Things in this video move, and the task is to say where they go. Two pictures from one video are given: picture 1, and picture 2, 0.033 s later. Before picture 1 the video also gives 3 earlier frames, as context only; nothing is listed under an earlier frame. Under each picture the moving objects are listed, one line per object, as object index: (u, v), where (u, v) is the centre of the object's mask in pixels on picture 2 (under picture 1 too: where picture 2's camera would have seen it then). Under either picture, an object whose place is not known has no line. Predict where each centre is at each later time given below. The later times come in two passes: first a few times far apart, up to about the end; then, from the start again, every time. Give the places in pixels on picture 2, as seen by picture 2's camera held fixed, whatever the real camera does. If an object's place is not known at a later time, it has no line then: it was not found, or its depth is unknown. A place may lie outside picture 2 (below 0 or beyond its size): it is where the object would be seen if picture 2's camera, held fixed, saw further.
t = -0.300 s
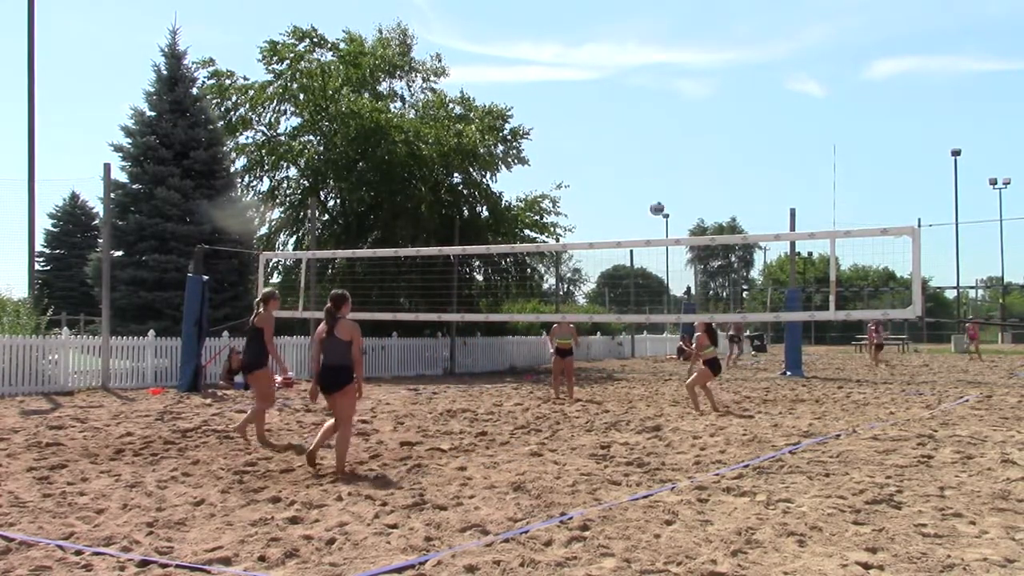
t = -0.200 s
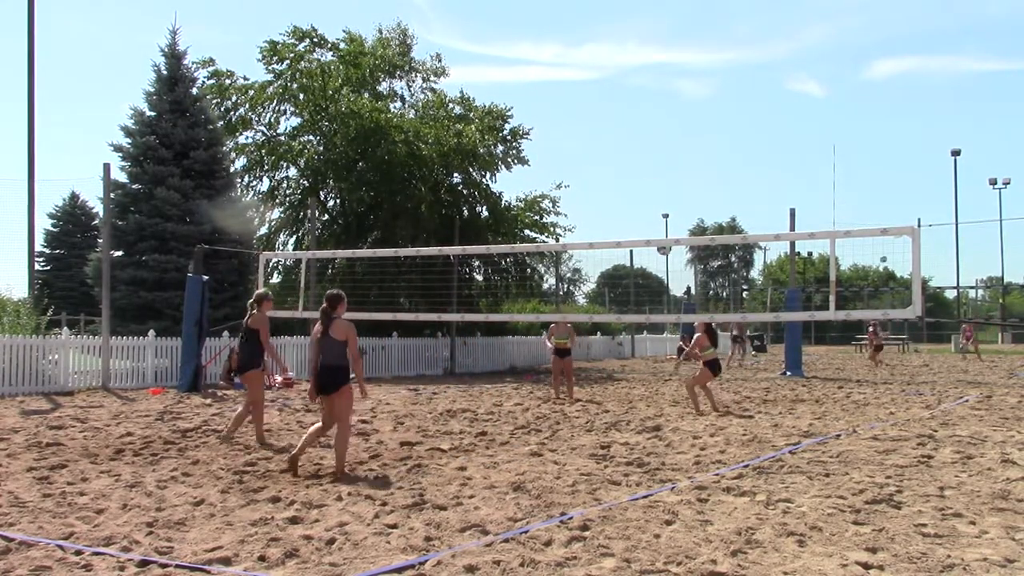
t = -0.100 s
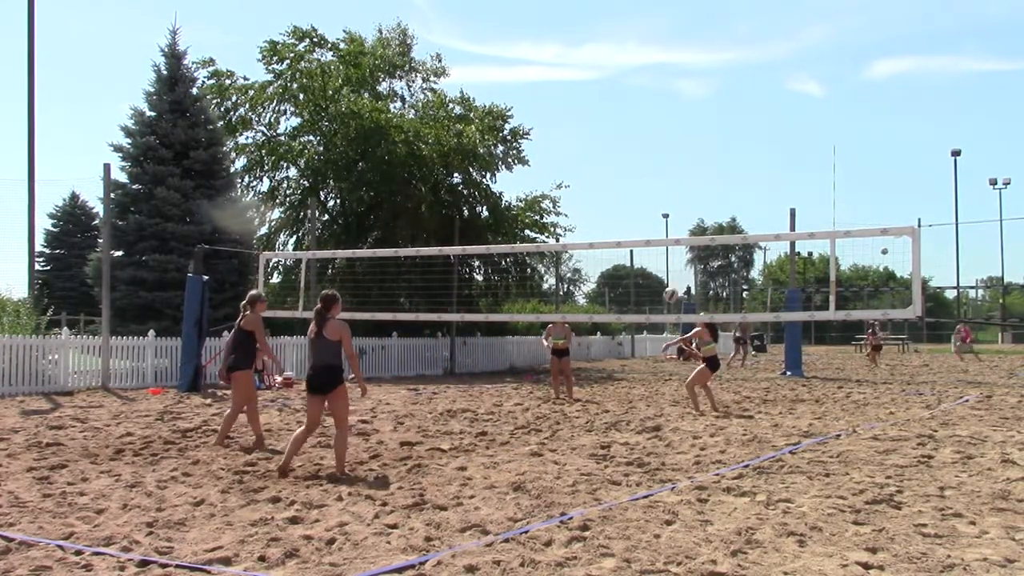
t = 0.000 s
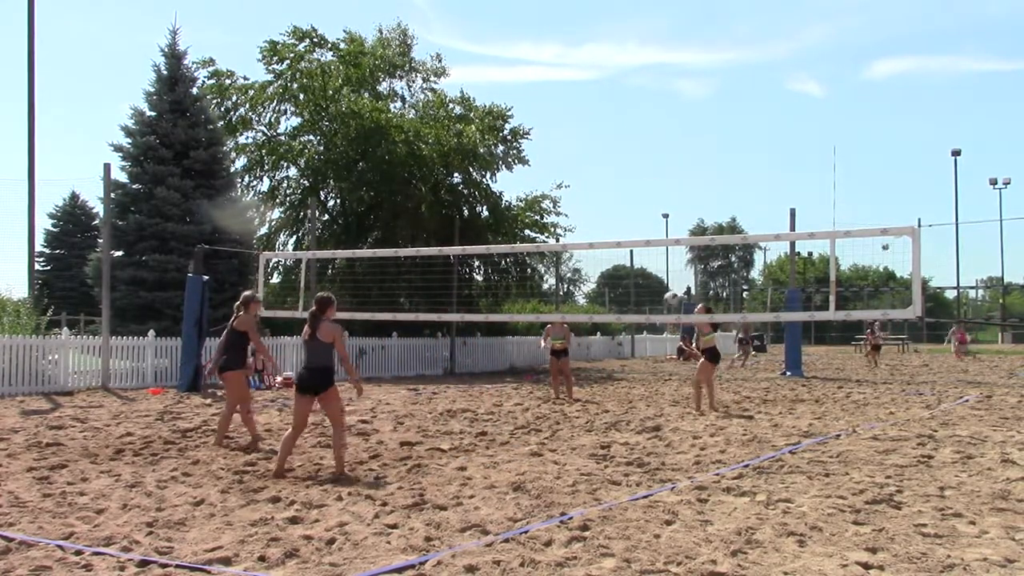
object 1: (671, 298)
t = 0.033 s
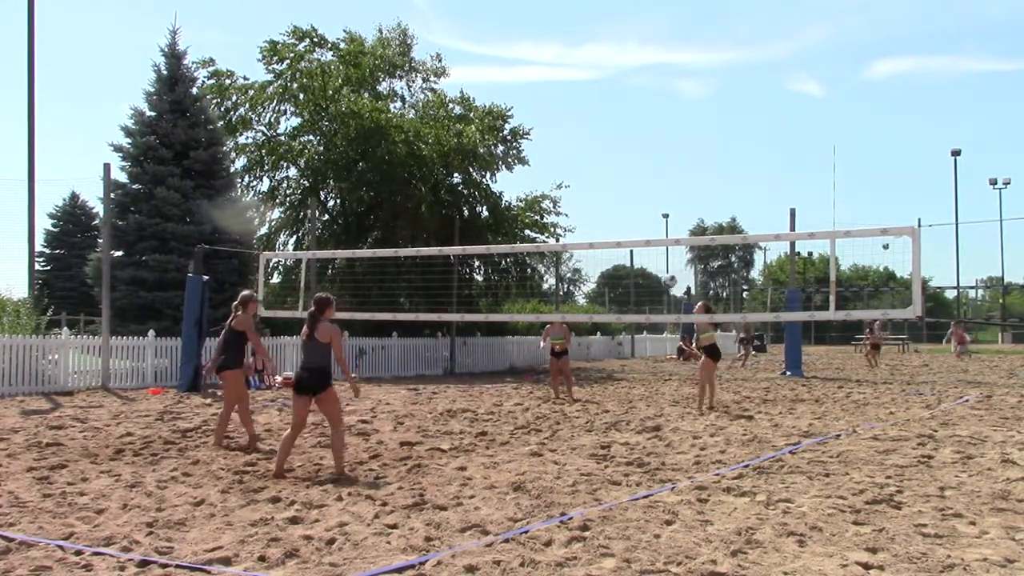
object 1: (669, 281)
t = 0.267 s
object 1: (653, 182)
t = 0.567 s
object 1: (631, 113)
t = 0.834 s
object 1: (612, 105)
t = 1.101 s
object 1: (593, 143)
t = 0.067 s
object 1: (667, 264)
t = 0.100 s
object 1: (664, 250)
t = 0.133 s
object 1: (662, 233)
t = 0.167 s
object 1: (660, 219)
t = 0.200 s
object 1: (657, 206)
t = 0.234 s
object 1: (655, 193)
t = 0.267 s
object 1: (653, 182)
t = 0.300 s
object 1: (650, 171)
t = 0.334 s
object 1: (648, 161)
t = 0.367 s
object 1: (646, 151)
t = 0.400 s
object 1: (643, 143)
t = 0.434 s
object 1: (641, 136)
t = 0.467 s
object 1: (638, 129)
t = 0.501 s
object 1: (636, 123)
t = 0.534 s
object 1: (634, 118)
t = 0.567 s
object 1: (631, 113)
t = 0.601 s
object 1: (629, 110)
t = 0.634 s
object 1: (626, 107)
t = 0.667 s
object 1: (624, 105)
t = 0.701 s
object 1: (622, 103)
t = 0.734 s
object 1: (619, 102)
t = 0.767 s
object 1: (616, 103)
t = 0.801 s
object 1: (614, 103)
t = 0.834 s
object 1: (612, 105)
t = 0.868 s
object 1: (610, 107)
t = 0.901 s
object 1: (607, 110)
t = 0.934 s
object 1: (605, 113)
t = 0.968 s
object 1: (602, 118)
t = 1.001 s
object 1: (600, 123)
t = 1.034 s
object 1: (598, 129)
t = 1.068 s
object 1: (596, 135)
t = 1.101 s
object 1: (593, 143)
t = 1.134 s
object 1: (591, 151)
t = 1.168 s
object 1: (588, 160)
